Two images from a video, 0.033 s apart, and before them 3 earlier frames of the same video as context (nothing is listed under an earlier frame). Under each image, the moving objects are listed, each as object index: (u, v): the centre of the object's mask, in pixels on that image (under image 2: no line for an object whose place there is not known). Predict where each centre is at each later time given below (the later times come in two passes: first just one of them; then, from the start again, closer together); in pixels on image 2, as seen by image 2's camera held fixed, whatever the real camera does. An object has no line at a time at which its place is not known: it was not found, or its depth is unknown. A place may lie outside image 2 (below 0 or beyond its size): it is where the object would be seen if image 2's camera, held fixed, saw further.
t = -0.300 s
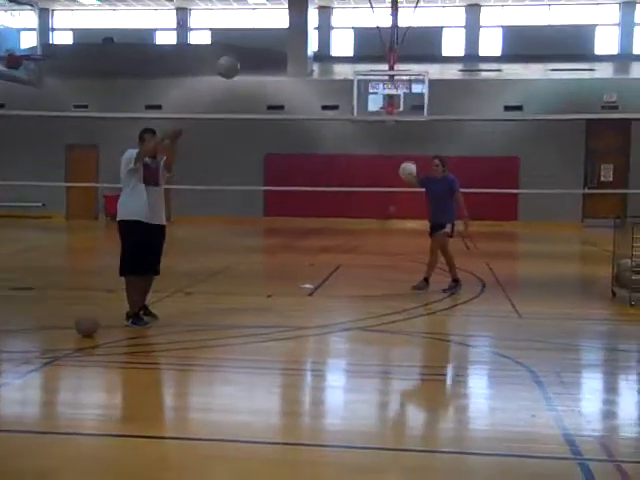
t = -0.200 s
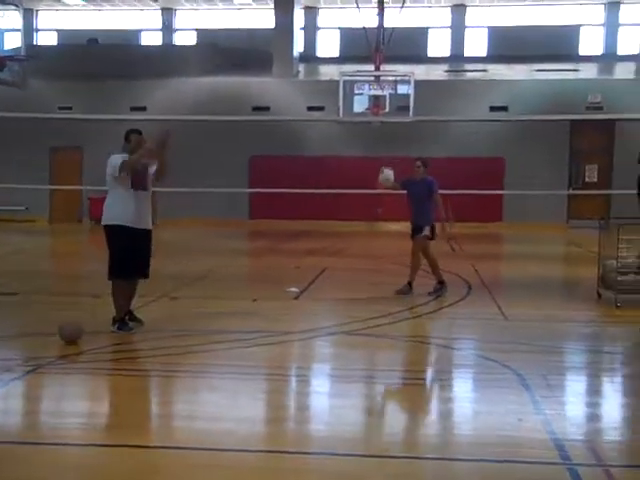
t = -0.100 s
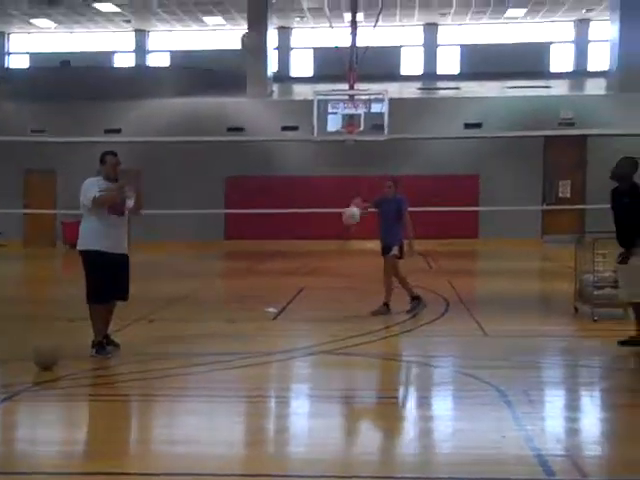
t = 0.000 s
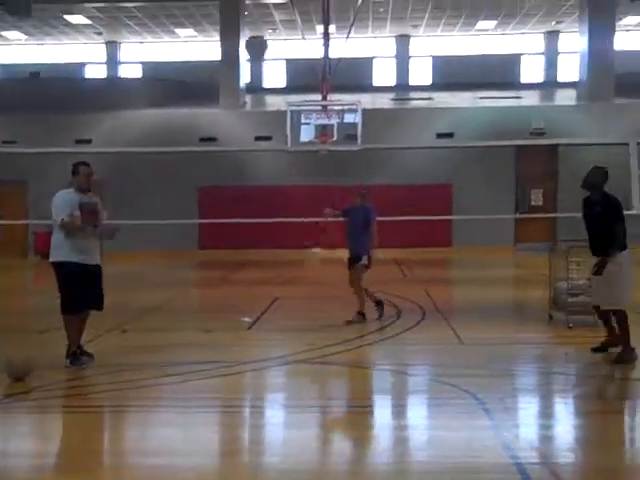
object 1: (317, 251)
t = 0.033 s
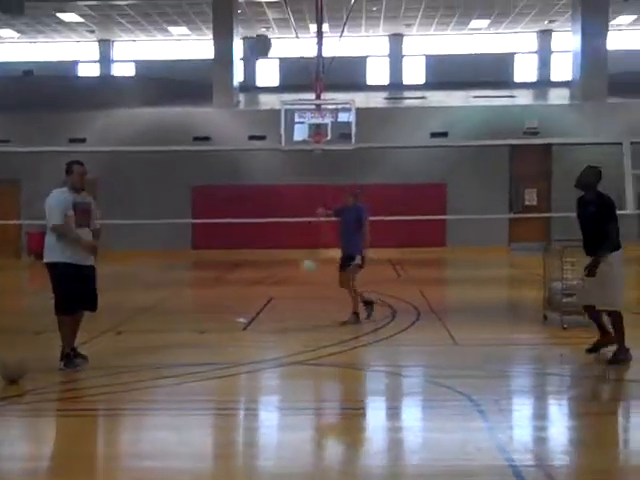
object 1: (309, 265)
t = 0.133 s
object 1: (298, 309)
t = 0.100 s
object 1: (302, 293)
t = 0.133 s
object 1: (298, 309)
